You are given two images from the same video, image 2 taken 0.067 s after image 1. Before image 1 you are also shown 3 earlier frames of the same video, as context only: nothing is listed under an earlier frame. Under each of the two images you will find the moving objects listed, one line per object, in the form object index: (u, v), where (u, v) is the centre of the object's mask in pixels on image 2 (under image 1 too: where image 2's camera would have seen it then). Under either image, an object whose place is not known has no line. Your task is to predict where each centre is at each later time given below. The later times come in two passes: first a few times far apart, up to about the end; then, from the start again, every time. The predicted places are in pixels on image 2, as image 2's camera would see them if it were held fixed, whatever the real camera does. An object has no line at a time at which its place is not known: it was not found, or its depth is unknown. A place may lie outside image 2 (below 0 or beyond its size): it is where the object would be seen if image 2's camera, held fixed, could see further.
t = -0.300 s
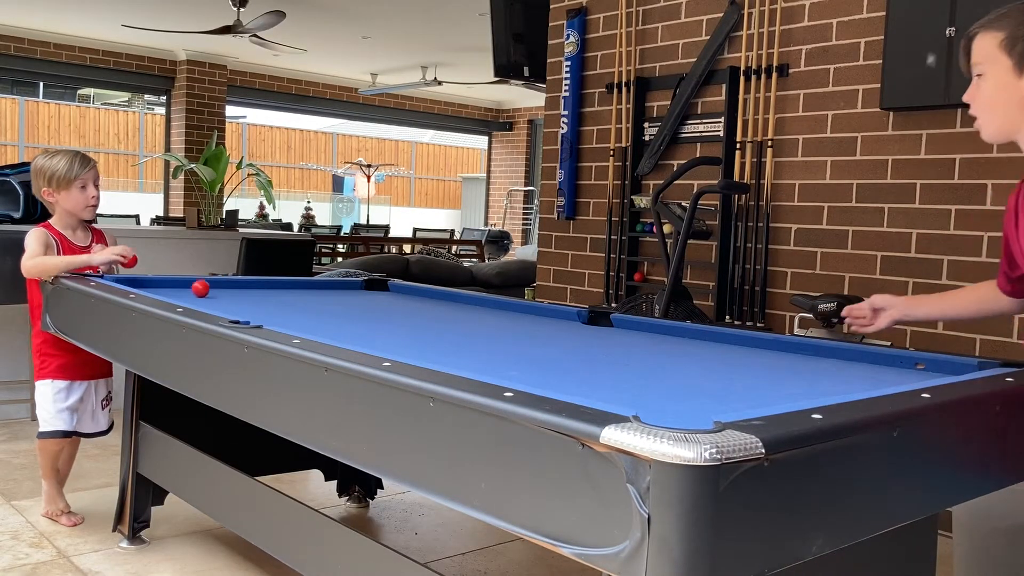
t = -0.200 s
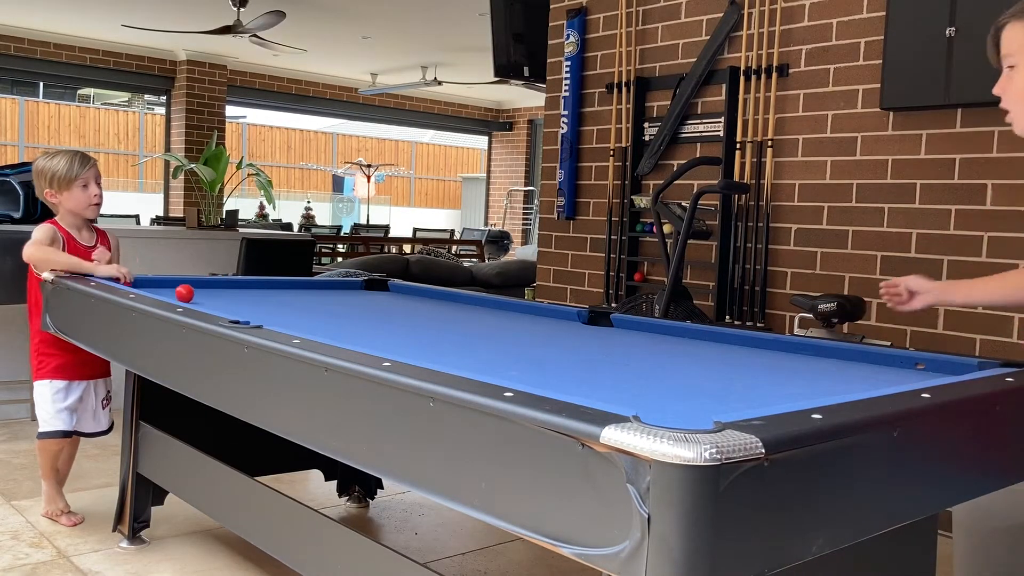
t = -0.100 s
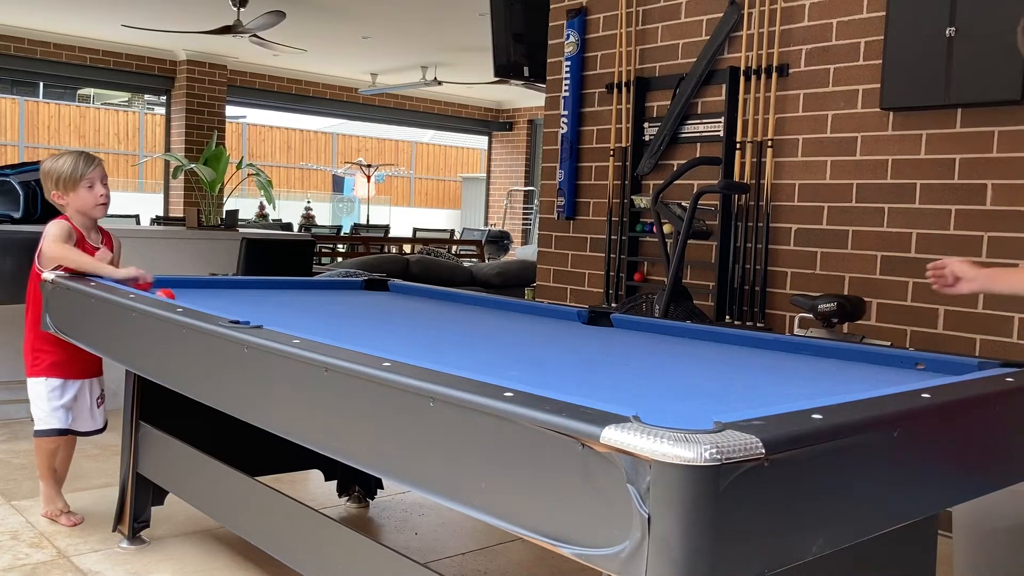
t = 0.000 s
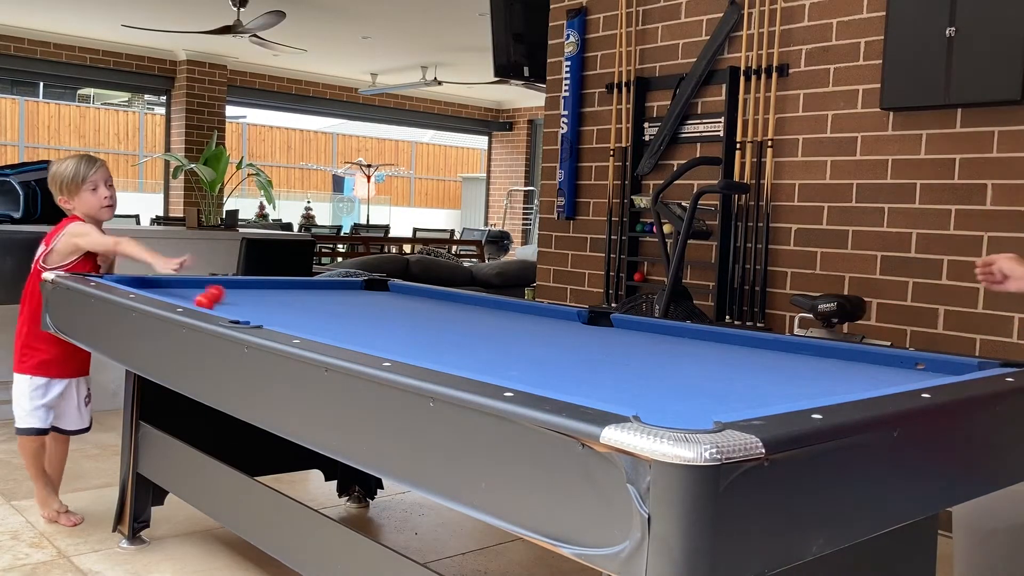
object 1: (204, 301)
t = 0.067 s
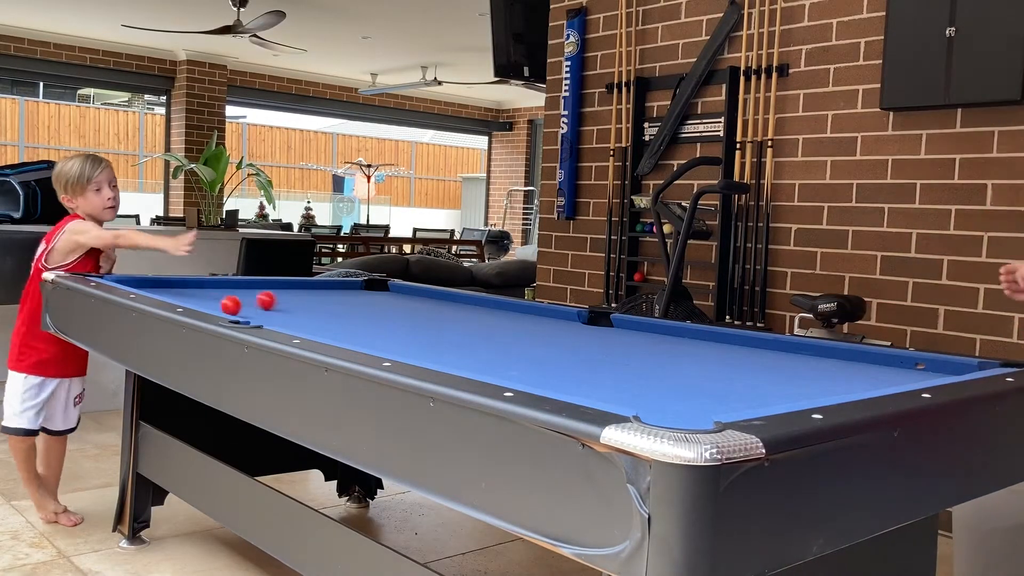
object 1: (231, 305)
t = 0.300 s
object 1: (329, 317)
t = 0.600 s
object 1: (467, 330)
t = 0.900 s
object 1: (618, 343)
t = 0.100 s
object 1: (244, 308)
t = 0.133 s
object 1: (258, 309)
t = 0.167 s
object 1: (272, 311)
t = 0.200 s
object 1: (285, 312)
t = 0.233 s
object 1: (300, 314)
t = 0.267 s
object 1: (314, 315)
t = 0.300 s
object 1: (329, 317)
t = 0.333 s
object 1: (343, 318)
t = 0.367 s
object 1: (358, 320)
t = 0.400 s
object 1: (373, 321)
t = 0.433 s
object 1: (388, 323)
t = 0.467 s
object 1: (404, 324)
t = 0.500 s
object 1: (420, 326)
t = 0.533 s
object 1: (435, 327)
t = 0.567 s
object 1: (451, 329)
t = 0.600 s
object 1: (467, 330)
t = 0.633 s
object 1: (483, 332)
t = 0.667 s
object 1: (500, 333)
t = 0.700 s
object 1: (516, 335)
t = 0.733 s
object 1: (533, 336)
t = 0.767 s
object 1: (549, 337)
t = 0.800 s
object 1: (566, 339)
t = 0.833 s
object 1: (583, 341)
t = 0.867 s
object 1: (601, 342)
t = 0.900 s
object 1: (618, 343)
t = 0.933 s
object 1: (636, 345)
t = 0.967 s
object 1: (654, 346)
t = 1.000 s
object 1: (672, 348)
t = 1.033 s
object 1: (690, 349)
